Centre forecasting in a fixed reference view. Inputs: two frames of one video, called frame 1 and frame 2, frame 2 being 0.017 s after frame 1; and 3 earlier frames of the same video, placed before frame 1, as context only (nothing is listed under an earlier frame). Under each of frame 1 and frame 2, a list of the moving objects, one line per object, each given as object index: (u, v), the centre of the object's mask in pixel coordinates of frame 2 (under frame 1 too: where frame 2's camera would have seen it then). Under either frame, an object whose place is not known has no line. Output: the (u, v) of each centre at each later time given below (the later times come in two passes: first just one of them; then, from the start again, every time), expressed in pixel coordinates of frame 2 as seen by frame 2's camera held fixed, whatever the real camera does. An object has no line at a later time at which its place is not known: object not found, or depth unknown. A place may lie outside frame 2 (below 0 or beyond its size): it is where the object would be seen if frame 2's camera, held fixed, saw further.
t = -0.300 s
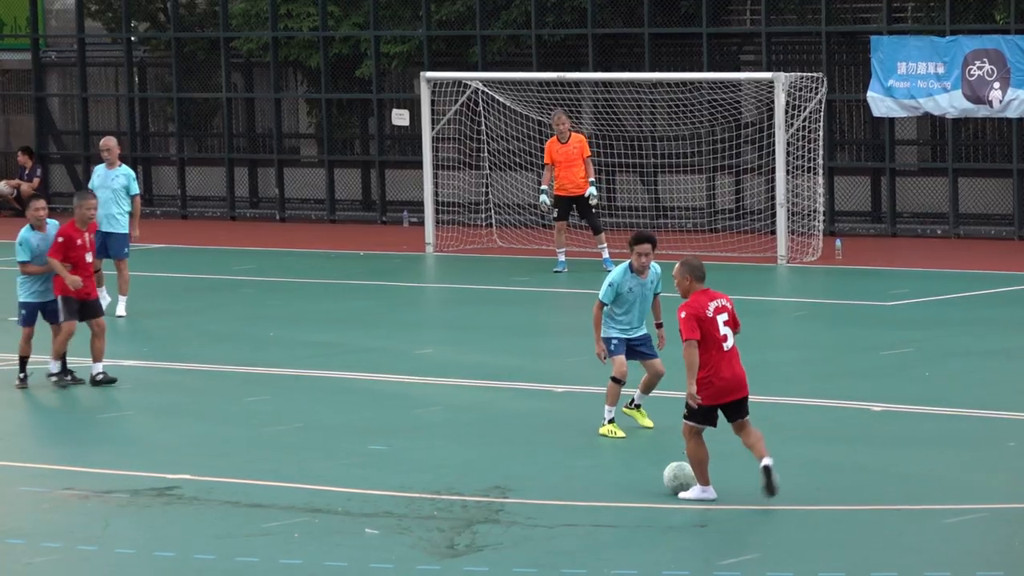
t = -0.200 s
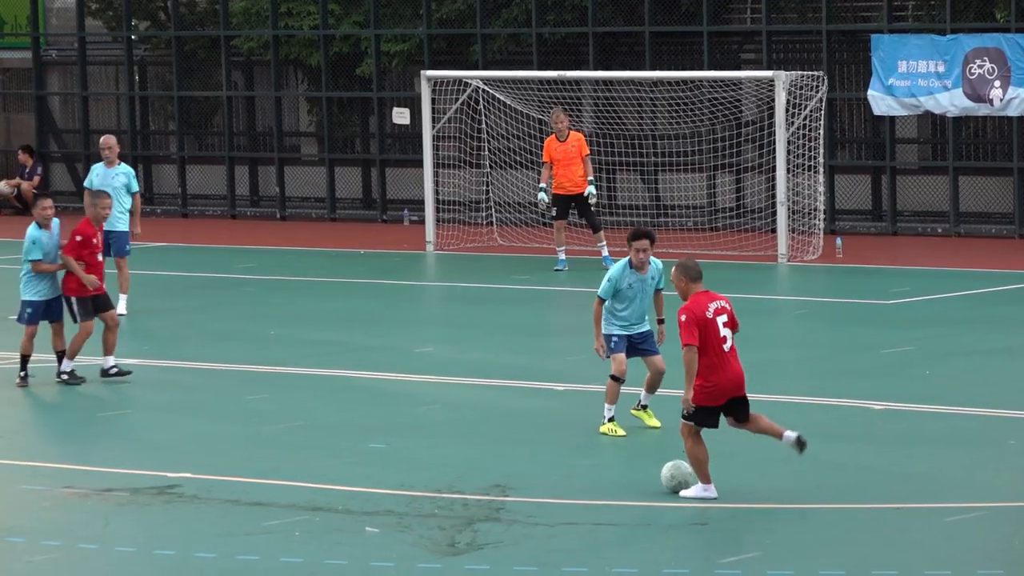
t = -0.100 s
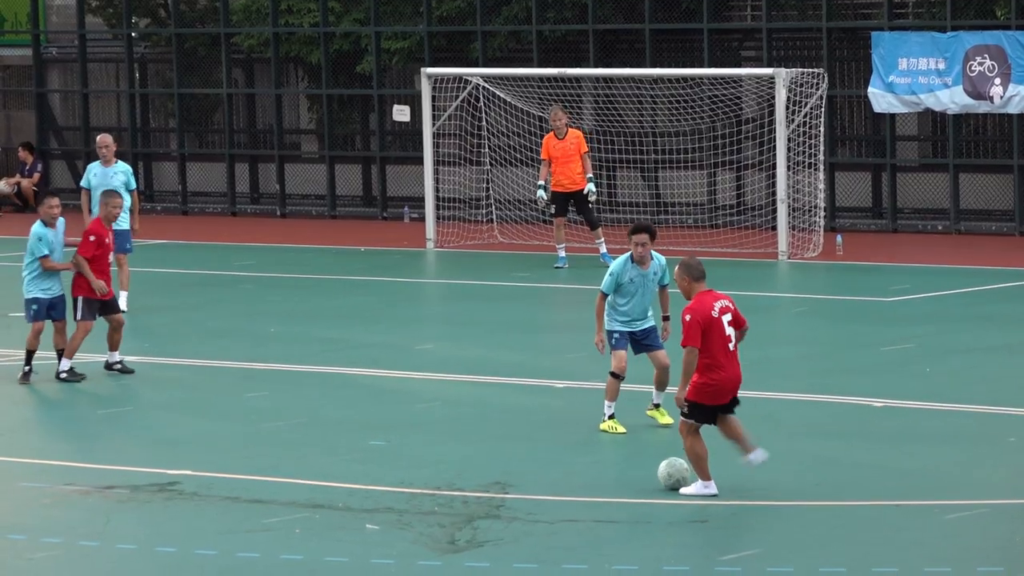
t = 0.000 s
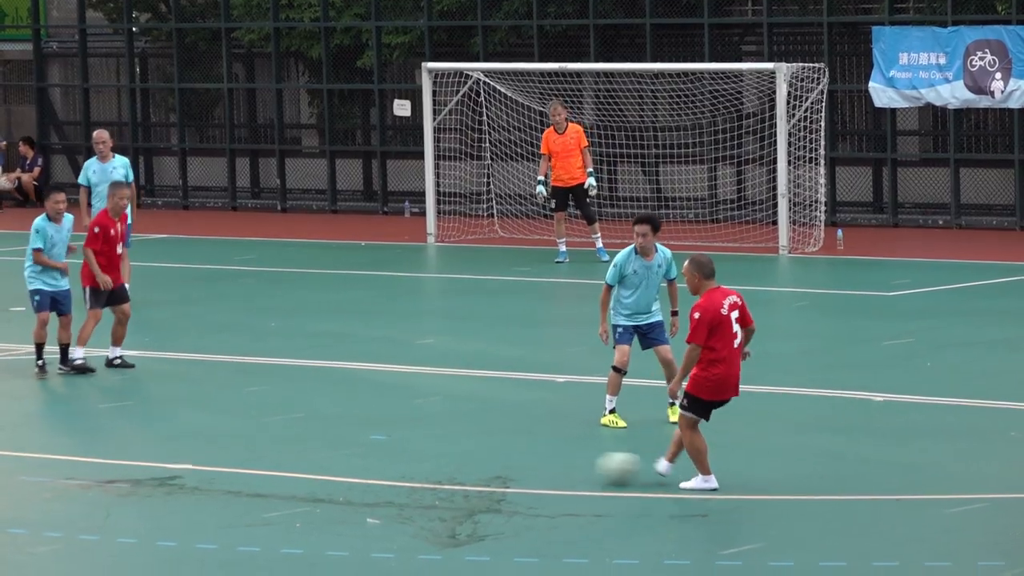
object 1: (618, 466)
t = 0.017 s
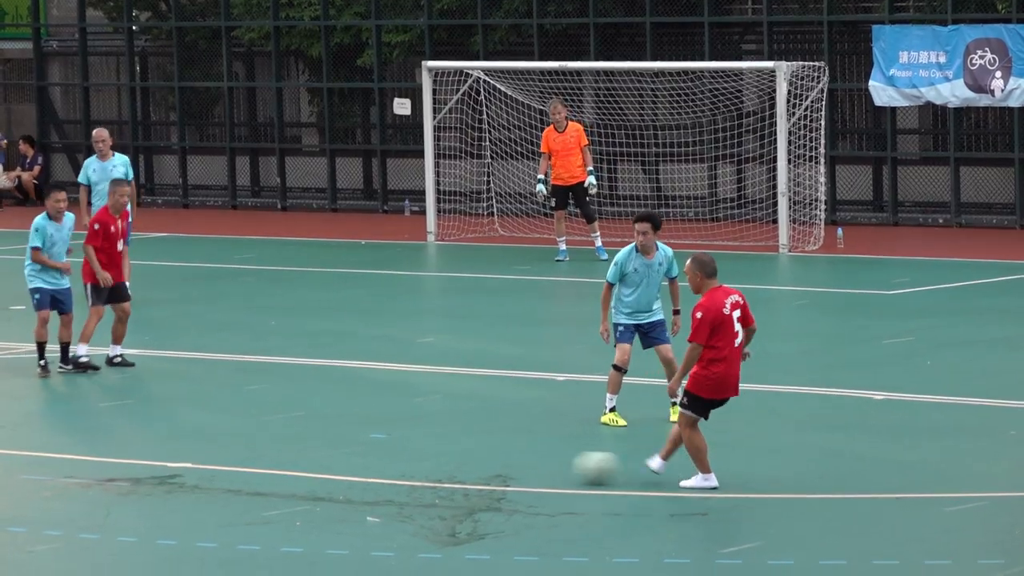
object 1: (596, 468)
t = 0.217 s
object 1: (342, 474)
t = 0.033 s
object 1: (572, 468)
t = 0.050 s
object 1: (550, 469)
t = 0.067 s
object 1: (528, 470)
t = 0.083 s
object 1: (507, 470)
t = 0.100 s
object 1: (486, 470)
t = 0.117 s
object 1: (464, 470)
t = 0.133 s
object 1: (444, 470)
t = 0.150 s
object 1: (423, 470)
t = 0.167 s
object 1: (402, 472)
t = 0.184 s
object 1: (381, 473)
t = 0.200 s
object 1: (362, 472)
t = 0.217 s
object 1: (342, 474)
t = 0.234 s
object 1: (323, 475)
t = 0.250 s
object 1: (303, 476)
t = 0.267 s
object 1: (286, 476)
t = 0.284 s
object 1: (268, 477)
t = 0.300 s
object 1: (249, 477)
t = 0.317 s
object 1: (232, 478)
